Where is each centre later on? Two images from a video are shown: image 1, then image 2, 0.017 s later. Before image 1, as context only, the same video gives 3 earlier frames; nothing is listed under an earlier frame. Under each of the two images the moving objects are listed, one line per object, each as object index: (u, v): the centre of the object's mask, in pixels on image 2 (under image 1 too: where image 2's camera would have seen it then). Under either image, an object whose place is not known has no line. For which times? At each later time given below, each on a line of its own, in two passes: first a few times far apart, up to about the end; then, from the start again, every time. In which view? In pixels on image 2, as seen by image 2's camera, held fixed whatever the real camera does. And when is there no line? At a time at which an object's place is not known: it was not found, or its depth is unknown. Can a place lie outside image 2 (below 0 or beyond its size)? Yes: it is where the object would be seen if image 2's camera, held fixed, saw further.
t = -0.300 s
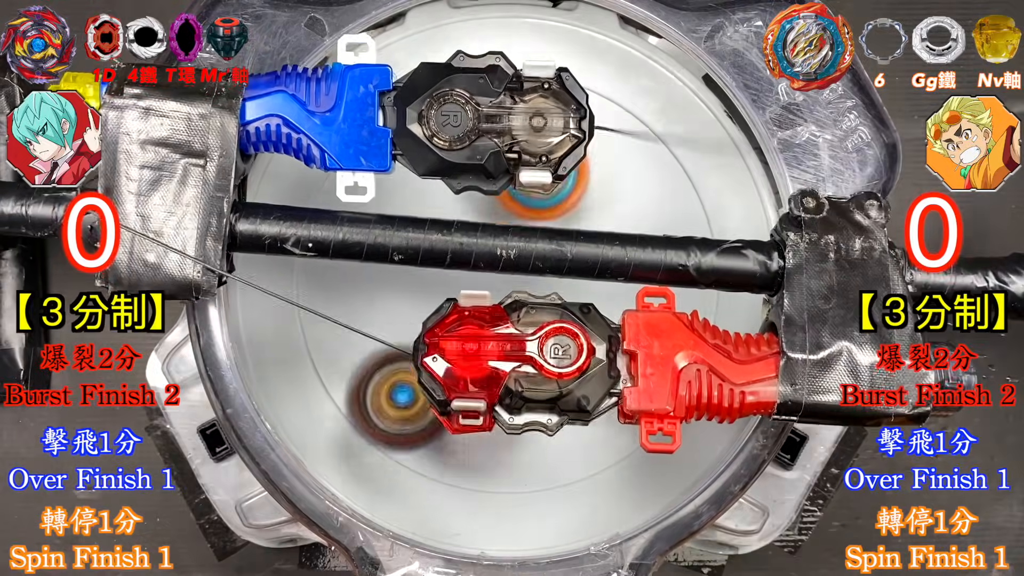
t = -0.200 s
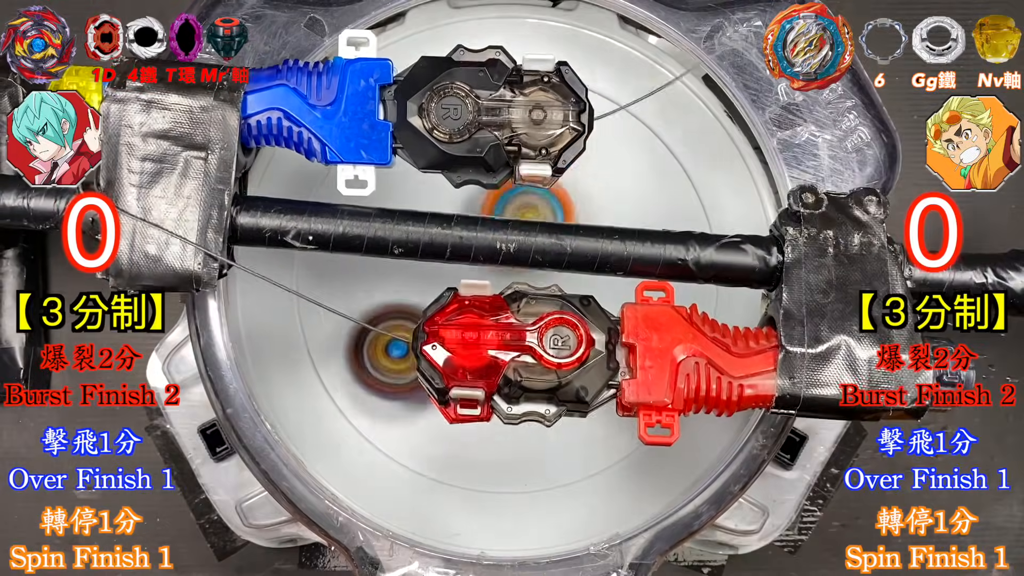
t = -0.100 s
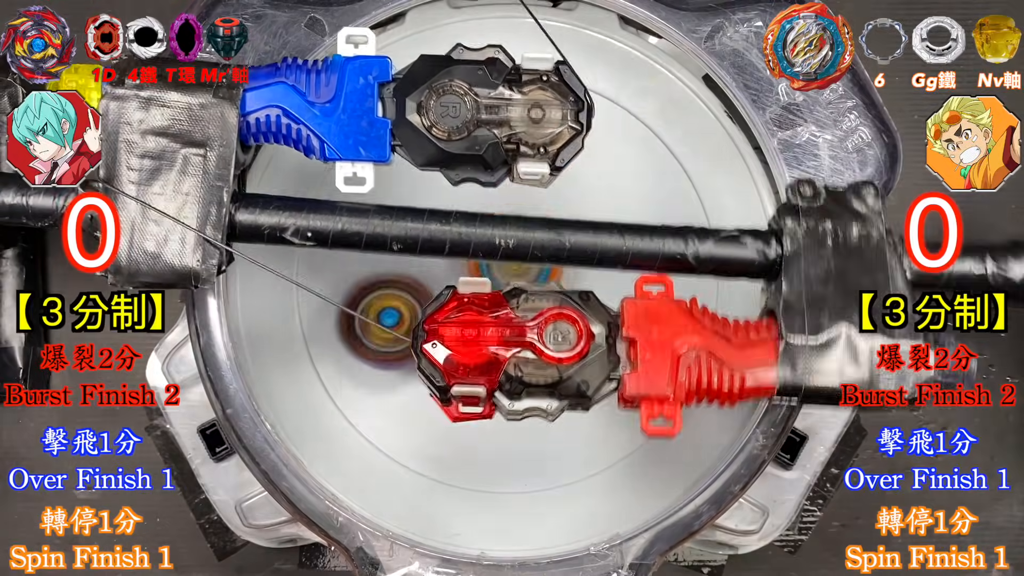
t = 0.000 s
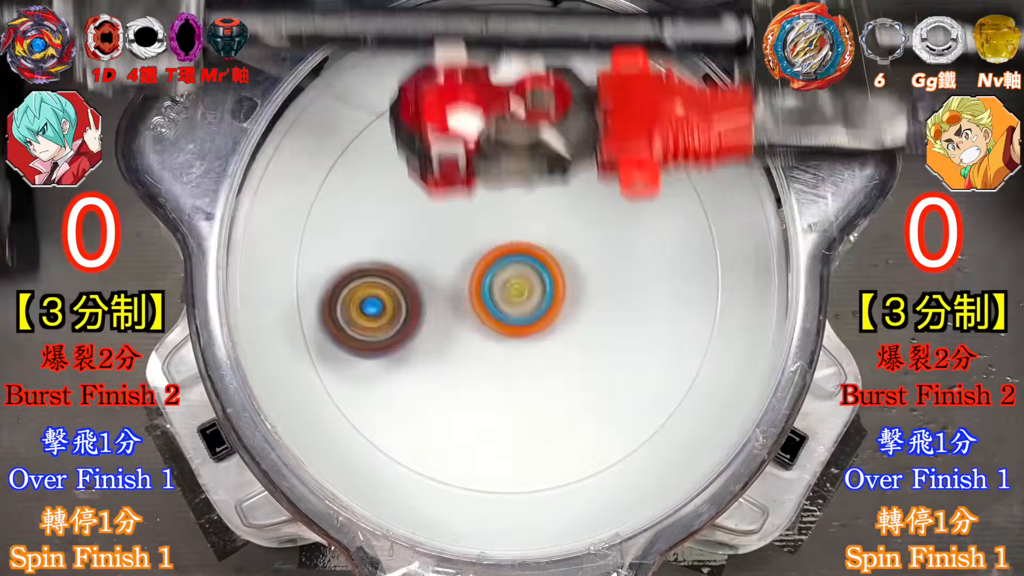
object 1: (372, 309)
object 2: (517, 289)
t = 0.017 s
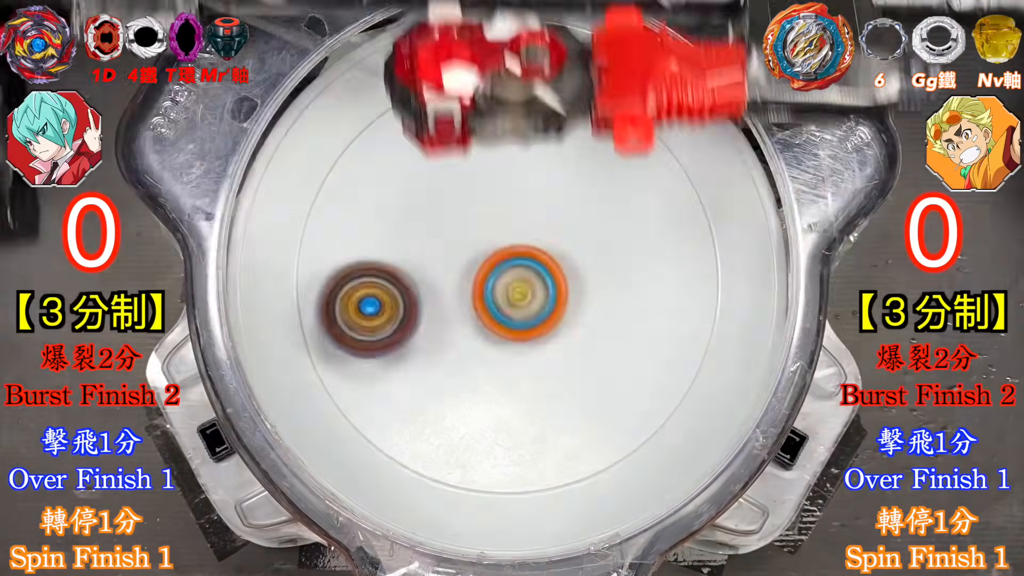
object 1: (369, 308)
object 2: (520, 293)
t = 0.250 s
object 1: (366, 318)
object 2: (574, 293)
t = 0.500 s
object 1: (445, 298)
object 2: (598, 240)
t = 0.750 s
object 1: (435, 189)
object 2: (561, 202)
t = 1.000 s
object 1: (344, 174)
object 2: (506, 231)
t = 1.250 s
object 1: (412, 300)
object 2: (514, 296)
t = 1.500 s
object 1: (475, 277)
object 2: (578, 313)
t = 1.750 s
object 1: (529, 169)
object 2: (607, 283)
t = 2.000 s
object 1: (482, 128)
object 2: (577, 255)
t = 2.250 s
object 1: (466, 192)
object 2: (538, 271)
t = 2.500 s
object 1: (528, 167)
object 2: (555, 334)
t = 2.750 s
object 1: (547, 154)
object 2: (578, 342)
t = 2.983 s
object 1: (548, 193)
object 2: (586, 322)
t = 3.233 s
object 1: (577, 93)
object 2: (537, 413)
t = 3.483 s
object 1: (509, 133)
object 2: (528, 387)
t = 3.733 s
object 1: (531, 136)
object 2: (518, 360)
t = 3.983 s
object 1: (513, 111)
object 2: (498, 388)
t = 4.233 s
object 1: (499, 148)
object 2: (507, 334)
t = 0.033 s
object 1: (368, 309)
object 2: (523, 296)
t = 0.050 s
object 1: (365, 309)
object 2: (527, 299)
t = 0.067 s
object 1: (361, 310)
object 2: (530, 301)
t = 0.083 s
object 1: (360, 311)
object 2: (533, 302)
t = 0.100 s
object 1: (359, 312)
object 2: (536, 302)
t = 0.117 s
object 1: (357, 313)
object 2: (540, 303)
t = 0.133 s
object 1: (356, 313)
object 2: (544, 303)
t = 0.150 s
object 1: (357, 314)
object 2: (549, 303)
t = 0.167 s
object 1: (357, 314)
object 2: (553, 302)
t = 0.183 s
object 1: (357, 315)
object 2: (558, 300)
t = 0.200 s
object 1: (358, 316)
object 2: (562, 299)
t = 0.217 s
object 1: (361, 317)
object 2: (566, 297)
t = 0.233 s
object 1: (364, 318)
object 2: (570, 295)
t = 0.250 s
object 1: (366, 318)
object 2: (574, 293)
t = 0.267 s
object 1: (369, 319)
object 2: (578, 291)
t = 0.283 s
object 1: (374, 321)
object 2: (582, 288)
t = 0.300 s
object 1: (379, 321)
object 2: (585, 284)
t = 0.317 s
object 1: (383, 320)
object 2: (588, 281)
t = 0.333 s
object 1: (388, 320)
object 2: (590, 278)
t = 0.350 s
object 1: (394, 320)
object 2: (592, 274)
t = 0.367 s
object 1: (399, 318)
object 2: (594, 271)
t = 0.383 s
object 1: (404, 317)
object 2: (595, 267)
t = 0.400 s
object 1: (409, 316)
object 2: (597, 263)
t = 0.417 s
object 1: (417, 314)
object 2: (598, 259)
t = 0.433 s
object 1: (421, 311)
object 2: (598, 255)
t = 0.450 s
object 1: (427, 308)
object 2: (597, 251)
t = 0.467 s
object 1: (434, 306)
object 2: (598, 248)
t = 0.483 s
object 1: (440, 301)
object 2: (598, 244)
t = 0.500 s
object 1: (445, 298)
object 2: (598, 240)
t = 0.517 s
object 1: (450, 294)
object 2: (598, 236)
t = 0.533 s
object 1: (457, 288)
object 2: (596, 231)
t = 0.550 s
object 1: (460, 283)
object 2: (594, 229)
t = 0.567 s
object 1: (463, 277)
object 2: (593, 225)
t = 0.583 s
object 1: (467, 270)
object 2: (592, 222)
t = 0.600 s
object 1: (467, 263)
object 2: (590, 219)
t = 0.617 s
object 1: (468, 255)
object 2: (588, 215)
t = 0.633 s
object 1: (468, 246)
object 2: (585, 212)
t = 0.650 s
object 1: (466, 238)
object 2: (582, 210)
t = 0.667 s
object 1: (464, 230)
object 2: (579, 208)
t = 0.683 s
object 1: (461, 222)
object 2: (576, 206)
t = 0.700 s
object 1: (454, 213)
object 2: (573, 204)
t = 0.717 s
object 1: (447, 205)
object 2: (569, 202)
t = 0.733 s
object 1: (442, 195)
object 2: (564, 202)
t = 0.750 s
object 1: (435, 189)
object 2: (561, 202)
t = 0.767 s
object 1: (427, 183)
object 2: (556, 201)
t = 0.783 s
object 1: (418, 175)
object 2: (553, 201)
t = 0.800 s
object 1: (412, 169)
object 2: (549, 200)
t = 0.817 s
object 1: (406, 167)
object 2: (544, 201)
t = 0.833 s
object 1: (396, 162)
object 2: (540, 203)
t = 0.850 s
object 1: (386, 159)
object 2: (536, 203)
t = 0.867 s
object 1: (381, 157)
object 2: (531, 205)
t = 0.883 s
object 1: (374, 156)
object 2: (528, 206)
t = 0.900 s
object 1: (366, 156)
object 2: (522, 208)
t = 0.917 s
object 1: (359, 154)
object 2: (518, 211)
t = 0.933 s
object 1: (353, 155)
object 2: (515, 215)
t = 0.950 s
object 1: (350, 156)
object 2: (512, 219)
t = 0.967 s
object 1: (345, 159)
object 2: (511, 222)
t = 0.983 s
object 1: (345, 167)
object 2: (507, 225)
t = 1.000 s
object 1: (344, 174)
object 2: (506, 231)
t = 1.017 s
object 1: (345, 183)
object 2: (505, 235)
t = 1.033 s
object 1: (349, 193)
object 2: (504, 240)
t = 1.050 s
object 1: (350, 203)
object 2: (504, 243)
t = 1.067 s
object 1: (354, 214)
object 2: (501, 247)
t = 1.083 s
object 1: (357, 222)
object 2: (501, 253)
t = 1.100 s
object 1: (359, 233)
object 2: (501, 257)
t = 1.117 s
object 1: (364, 240)
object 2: (502, 262)
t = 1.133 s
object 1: (368, 250)
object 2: (502, 266)
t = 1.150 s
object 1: (375, 259)
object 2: (502, 271)
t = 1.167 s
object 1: (379, 267)
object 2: (504, 276)
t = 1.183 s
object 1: (386, 276)
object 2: (506, 281)
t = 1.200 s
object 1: (391, 282)
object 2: (509, 285)
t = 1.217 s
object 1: (398, 290)
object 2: (510, 288)
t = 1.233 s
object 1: (405, 294)
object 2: (512, 293)
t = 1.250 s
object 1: (412, 300)
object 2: (514, 296)
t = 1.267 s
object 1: (416, 302)
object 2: (521, 300)
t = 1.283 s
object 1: (418, 304)
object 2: (527, 302)
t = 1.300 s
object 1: (422, 305)
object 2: (532, 306)
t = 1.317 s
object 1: (424, 306)
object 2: (538, 308)
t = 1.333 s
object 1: (428, 306)
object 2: (543, 310)
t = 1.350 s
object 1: (430, 306)
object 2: (547, 311)
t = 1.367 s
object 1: (435, 306)
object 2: (550, 312)
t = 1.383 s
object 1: (439, 305)
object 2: (554, 314)
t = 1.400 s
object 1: (445, 303)
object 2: (558, 314)
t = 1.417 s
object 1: (449, 300)
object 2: (563, 314)
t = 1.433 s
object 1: (455, 297)
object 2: (565, 315)
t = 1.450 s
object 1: (459, 292)
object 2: (569, 315)
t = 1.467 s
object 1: (465, 288)
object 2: (573, 315)
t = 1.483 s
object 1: (469, 283)
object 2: (577, 314)
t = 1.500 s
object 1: (475, 277)
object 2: (578, 313)
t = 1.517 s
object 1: (479, 273)
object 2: (582, 313)
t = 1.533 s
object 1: (485, 266)
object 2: (585, 312)
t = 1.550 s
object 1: (488, 261)
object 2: (589, 310)
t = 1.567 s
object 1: (494, 254)
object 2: (591, 309)
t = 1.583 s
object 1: (499, 249)
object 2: (594, 308)
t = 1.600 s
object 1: (505, 240)
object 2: (597, 306)
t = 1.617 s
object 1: (510, 234)
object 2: (600, 303)
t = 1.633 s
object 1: (514, 225)
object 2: (602, 302)
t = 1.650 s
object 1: (518, 218)
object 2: (604, 300)
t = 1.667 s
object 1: (521, 209)
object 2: (606, 297)
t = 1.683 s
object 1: (524, 202)
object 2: (607, 293)
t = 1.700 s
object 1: (525, 193)
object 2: (608, 292)
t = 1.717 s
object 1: (528, 185)
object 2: (608, 289)
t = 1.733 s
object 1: (528, 178)
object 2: (609, 286)
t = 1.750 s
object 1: (529, 169)
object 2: (607, 283)
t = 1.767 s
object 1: (529, 163)
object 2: (608, 280)
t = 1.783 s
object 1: (529, 155)
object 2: (607, 278)
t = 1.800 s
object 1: (527, 149)
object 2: (606, 274)
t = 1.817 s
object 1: (525, 143)
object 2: (605, 272)
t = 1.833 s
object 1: (523, 138)
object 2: (603, 270)
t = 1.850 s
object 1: (519, 134)
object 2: (603, 267)
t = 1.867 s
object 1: (516, 131)
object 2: (598, 265)
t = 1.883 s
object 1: (512, 131)
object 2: (597, 263)
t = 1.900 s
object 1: (509, 129)
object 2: (594, 262)
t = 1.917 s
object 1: (505, 130)
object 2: (592, 259)
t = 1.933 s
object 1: (500, 128)
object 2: (588, 259)
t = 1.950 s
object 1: (496, 127)
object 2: (585, 257)
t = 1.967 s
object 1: (489, 128)
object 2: (584, 256)
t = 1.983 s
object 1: (486, 127)
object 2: (579, 255)
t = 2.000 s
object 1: (482, 128)
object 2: (577, 255)
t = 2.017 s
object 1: (477, 129)
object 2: (574, 255)
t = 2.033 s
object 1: (473, 130)
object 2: (570, 253)
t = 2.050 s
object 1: (466, 134)
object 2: (567, 254)
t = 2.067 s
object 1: (463, 136)
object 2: (564, 255)
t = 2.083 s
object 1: (459, 141)
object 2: (562, 254)
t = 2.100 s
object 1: (455, 143)
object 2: (558, 256)
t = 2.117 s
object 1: (454, 148)
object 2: (556, 257)
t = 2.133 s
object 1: (451, 154)
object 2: (554, 258)
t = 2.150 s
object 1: (451, 158)
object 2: (550, 259)
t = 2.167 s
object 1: (451, 164)
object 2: (548, 261)
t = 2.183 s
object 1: (451, 169)
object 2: (546, 264)
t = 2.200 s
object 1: (454, 174)
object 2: (543, 264)
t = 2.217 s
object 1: (456, 182)
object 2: (541, 267)
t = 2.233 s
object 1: (460, 186)
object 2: (539, 270)
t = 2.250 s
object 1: (466, 192)
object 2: (538, 271)
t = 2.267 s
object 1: (469, 197)
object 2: (535, 275)
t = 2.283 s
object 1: (474, 197)
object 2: (536, 282)
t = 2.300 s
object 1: (476, 195)
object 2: (538, 289)
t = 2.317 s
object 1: (478, 191)
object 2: (537, 296)
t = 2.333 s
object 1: (482, 188)
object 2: (538, 303)
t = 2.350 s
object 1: (487, 187)
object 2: (540, 308)
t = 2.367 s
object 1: (489, 184)
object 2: (540, 312)
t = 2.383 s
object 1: (495, 181)
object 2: (542, 317)
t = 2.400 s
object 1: (501, 180)
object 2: (545, 320)
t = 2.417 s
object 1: (504, 178)
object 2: (545, 322)
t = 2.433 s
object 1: (510, 175)
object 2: (547, 325)
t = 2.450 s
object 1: (516, 174)
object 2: (550, 327)
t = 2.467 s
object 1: (518, 172)
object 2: (550, 329)
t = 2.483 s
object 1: (524, 169)
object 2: (552, 332)
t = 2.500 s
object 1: (528, 167)
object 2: (555, 334)
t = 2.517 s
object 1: (531, 167)
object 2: (555, 335)
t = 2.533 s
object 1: (535, 163)
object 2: (557, 337)
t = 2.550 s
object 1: (538, 161)
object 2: (560, 339)
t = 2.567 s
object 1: (541, 161)
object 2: (560, 340)
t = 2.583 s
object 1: (542, 158)
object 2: (562, 341)
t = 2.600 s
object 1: (545, 157)
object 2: (565, 342)
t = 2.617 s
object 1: (547, 156)
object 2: (565, 343)
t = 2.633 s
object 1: (546, 154)
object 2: (567, 344)
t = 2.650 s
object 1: (548, 152)
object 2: (570, 344)
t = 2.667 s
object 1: (549, 152)
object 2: (571, 345)
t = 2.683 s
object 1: (549, 153)
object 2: (572, 345)
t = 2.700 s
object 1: (548, 151)
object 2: (574, 343)
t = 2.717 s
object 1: (549, 152)
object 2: (576, 344)
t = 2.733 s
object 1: (549, 154)
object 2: (578, 344)
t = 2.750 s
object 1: (547, 154)
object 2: (578, 342)
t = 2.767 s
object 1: (547, 155)
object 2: (580, 341)
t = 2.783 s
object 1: (547, 156)
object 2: (582, 340)
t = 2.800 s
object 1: (545, 160)
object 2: (582, 339)
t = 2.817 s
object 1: (543, 160)
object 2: (583, 338)
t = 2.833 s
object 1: (544, 162)
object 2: (585, 336)
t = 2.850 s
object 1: (543, 165)
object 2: (586, 335)
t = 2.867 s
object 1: (541, 168)
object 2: (586, 334)
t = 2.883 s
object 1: (542, 170)
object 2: (587, 331)
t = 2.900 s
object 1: (542, 173)
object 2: (587, 330)
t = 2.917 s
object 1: (543, 178)
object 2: (588, 330)
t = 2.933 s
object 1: (542, 180)
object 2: (587, 327)
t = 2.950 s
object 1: (544, 183)
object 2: (587, 325)
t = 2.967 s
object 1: (546, 187)
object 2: (588, 323)
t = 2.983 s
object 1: (548, 193)
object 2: (586, 322)
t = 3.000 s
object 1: (549, 196)
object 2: (585, 321)
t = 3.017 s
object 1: (552, 199)
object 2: (584, 318)
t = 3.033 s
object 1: (555, 203)
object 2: (583, 317)
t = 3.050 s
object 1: (558, 209)
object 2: (583, 316)
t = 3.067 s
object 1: (560, 212)
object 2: (580, 313)
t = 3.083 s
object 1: (566, 207)
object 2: (577, 318)
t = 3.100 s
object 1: (569, 186)
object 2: (574, 333)
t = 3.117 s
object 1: (574, 167)
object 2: (571, 349)
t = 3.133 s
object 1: (576, 150)
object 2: (565, 361)
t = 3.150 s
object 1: (577, 135)
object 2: (560, 373)
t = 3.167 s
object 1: (580, 121)
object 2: (555, 383)
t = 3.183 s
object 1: (580, 111)
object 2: (550, 392)
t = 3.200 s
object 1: (580, 103)
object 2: (546, 400)
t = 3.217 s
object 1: (580, 97)
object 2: (541, 408)
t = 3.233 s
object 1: (577, 93)
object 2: (537, 413)
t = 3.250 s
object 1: (574, 88)
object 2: (532, 417)
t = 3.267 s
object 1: (572, 86)
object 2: (529, 421)
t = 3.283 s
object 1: (568, 85)
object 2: (527, 422)
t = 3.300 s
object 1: (563, 86)
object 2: (525, 424)
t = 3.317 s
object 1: (558, 88)
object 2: (524, 425)
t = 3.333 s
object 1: (552, 90)
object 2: (523, 425)
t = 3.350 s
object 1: (547, 91)
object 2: (523, 424)
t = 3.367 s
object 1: (542, 95)
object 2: (522, 422)
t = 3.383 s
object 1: (536, 99)
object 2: (522, 419)
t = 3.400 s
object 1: (531, 103)
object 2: (523, 414)
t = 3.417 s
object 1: (525, 109)
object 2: (524, 410)
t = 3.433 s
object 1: (519, 115)
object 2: (525, 404)
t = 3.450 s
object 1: (515, 119)
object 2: (526, 399)
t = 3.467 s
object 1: (512, 126)
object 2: (528, 393)
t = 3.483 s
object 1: (509, 133)
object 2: (528, 387)
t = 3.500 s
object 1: (506, 141)
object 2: (530, 380)
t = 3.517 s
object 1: (504, 149)
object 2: (529, 373)
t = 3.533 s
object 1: (502, 157)
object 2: (530, 366)
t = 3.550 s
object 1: (501, 164)
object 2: (530, 358)
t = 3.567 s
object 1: (501, 172)
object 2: (530, 351)
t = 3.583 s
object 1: (502, 180)
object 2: (531, 343)
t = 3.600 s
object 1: (503, 189)
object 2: (530, 337)
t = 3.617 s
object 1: (504, 196)
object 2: (530, 330)
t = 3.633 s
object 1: (506, 205)
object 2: (529, 324)
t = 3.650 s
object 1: (508, 212)
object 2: (529, 317)
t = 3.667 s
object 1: (513, 212)
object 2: (528, 316)
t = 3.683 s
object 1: (517, 195)
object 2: (525, 327)
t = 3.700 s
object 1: (523, 174)
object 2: (523, 338)
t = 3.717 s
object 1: (527, 155)
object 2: (520, 350)
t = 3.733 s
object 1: (531, 136)
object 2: (518, 360)
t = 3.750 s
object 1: (534, 122)
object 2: (513, 367)
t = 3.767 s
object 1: (537, 109)
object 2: (510, 374)
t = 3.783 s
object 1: (540, 96)
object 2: (507, 379)
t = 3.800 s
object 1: (544, 88)
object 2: (505, 383)
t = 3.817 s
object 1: (547, 83)
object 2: (502, 387)
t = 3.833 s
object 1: (548, 79)
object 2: (501, 390)
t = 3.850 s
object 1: (547, 77)
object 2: (499, 392)
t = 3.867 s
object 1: (543, 80)
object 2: (499, 394)
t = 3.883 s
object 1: (538, 85)
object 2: (497, 395)
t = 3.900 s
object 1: (532, 91)
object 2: (497, 395)
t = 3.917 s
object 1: (527, 95)
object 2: (497, 395)
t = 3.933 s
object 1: (523, 99)
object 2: (497, 394)
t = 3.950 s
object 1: (519, 103)
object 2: (497, 393)
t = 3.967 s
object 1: (516, 107)
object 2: (498, 390)
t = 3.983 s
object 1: (513, 111)
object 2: (498, 388)
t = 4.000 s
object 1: (510, 114)
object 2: (500, 385)
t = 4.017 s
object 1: (507, 117)
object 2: (501, 382)
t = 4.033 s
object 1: (505, 119)
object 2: (502, 378)
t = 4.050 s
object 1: (504, 122)
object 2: (503, 374)
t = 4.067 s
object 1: (502, 124)
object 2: (504, 370)
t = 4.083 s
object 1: (501, 126)
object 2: (505, 366)
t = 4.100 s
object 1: (500, 128)
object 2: (507, 362)
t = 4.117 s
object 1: (500, 130)
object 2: (508, 359)
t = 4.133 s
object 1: (500, 132)
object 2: (509, 354)
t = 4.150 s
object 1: (499, 134)
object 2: (510, 351)
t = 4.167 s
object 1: (500, 137)
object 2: (510, 347)
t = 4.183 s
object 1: (499, 139)
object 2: (510, 344)
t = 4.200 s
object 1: (499, 142)
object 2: (509, 340)
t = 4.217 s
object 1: (499, 145)
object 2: (509, 337)
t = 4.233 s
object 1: (499, 148)
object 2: (507, 334)
